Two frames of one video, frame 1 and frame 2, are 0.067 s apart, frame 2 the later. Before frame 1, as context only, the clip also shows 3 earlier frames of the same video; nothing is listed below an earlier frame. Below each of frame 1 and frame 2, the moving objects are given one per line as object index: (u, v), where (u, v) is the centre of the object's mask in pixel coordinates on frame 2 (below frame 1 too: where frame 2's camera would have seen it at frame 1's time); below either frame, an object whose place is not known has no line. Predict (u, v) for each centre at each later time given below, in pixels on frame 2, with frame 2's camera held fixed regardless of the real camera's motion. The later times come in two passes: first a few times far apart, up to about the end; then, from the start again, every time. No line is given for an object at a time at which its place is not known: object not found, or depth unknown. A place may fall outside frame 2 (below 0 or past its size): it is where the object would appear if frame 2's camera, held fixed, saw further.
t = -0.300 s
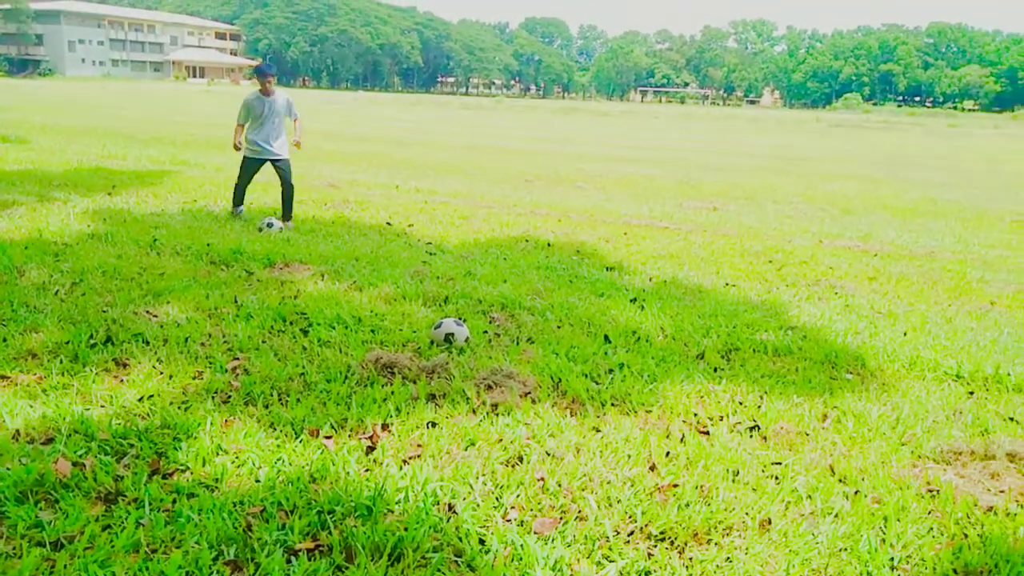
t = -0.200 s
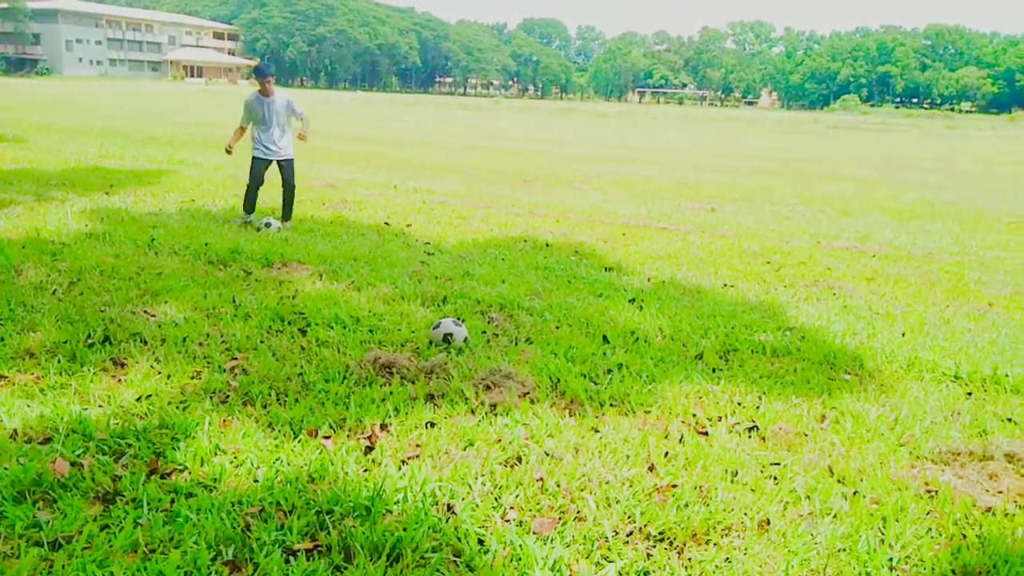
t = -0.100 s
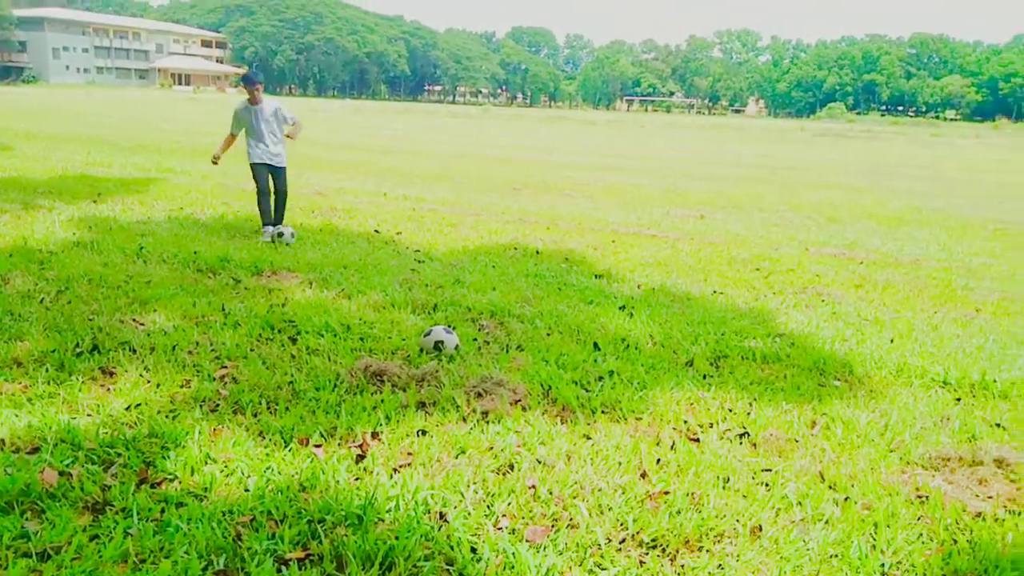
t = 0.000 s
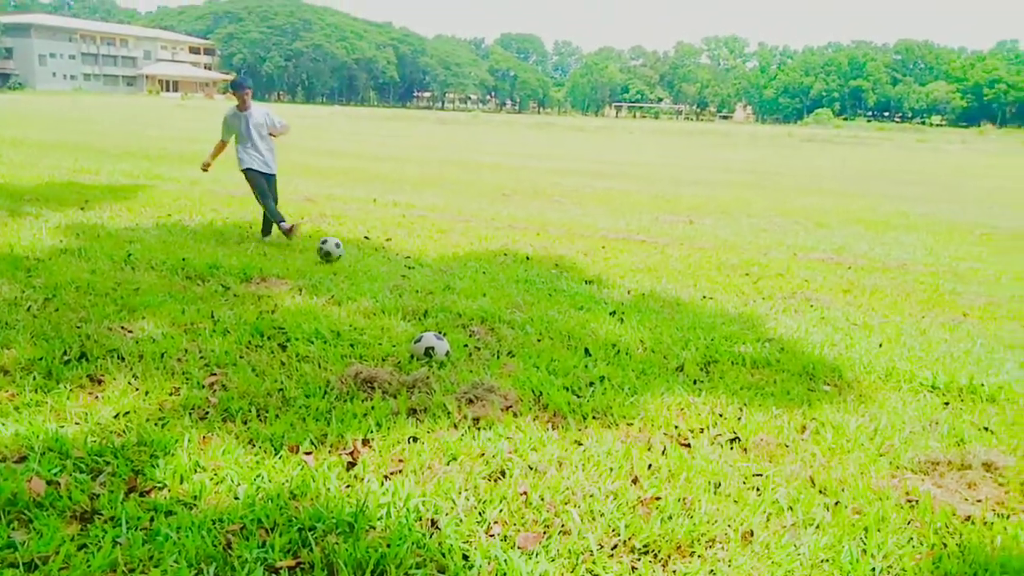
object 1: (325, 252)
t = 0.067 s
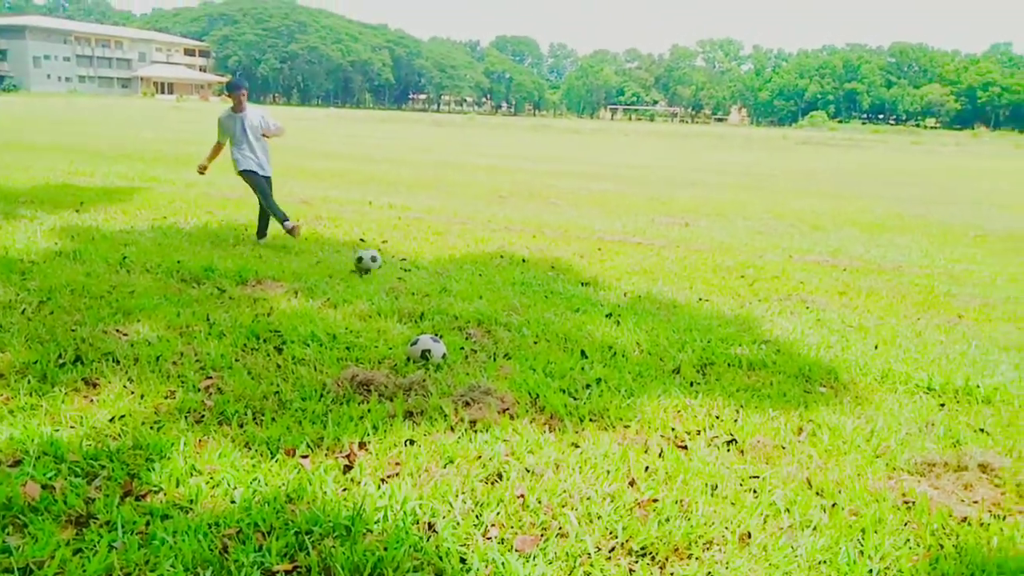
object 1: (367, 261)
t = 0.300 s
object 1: (491, 289)
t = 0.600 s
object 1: (591, 311)
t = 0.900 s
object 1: (673, 326)
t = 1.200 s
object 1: (739, 339)
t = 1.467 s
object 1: (777, 346)
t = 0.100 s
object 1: (389, 268)
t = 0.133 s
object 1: (410, 272)
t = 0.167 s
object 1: (434, 279)
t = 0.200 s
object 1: (453, 285)
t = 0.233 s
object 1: (471, 290)
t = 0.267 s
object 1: (481, 290)
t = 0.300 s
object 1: (491, 289)
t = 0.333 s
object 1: (501, 289)
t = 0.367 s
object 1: (512, 288)
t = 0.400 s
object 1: (523, 290)
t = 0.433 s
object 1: (534, 291)
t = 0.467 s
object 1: (545, 295)
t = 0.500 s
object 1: (555, 299)
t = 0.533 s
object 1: (566, 305)
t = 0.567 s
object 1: (577, 307)
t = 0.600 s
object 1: (591, 311)
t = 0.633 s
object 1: (603, 313)
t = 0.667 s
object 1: (611, 314)
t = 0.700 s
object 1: (621, 315)
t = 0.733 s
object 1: (628, 315)
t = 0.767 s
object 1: (638, 314)
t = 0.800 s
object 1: (647, 316)
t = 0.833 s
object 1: (655, 318)
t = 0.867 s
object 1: (664, 322)
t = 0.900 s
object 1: (673, 326)
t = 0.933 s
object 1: (682, 329)
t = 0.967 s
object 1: (692, 332)
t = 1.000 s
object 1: (700, 335)
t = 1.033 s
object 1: (709, 337)
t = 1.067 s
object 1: (717, 337)
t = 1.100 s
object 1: (723, 339)
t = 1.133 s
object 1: (728, 337)
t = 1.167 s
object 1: (734, 338)
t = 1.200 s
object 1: (739, 339)
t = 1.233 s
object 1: (745, 339)
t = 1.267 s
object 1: (751, 341)
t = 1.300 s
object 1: (756, 344)
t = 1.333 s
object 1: (762, 344)
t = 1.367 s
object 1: (767, 345)
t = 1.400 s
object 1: (771, 345)
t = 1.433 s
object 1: (775, 346)
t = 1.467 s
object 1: (777, 346)
